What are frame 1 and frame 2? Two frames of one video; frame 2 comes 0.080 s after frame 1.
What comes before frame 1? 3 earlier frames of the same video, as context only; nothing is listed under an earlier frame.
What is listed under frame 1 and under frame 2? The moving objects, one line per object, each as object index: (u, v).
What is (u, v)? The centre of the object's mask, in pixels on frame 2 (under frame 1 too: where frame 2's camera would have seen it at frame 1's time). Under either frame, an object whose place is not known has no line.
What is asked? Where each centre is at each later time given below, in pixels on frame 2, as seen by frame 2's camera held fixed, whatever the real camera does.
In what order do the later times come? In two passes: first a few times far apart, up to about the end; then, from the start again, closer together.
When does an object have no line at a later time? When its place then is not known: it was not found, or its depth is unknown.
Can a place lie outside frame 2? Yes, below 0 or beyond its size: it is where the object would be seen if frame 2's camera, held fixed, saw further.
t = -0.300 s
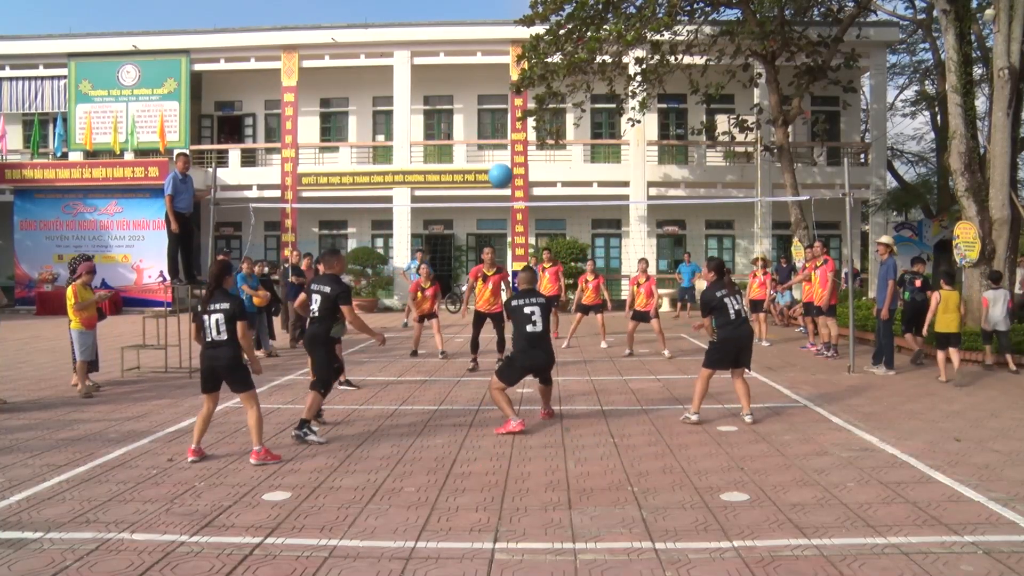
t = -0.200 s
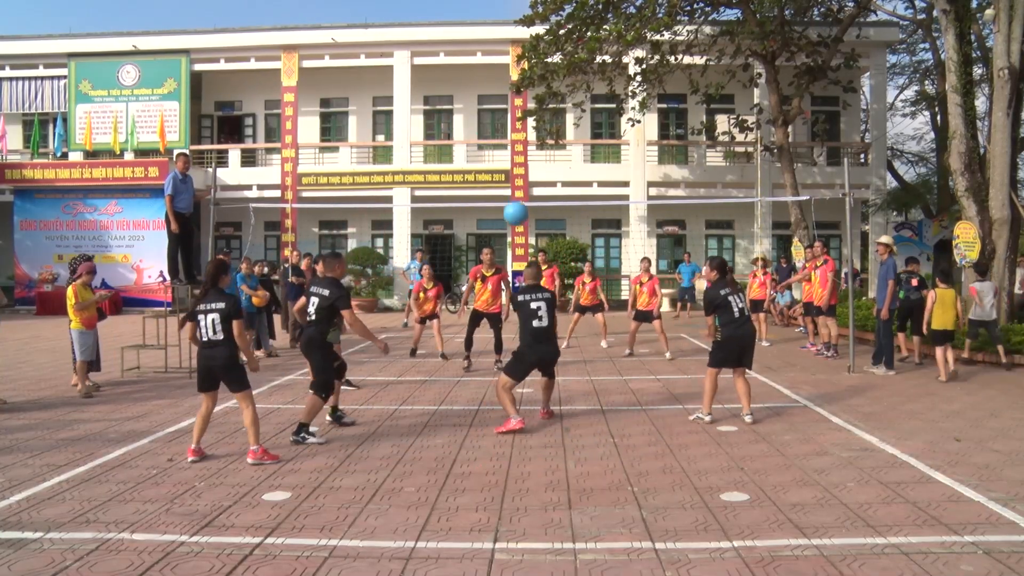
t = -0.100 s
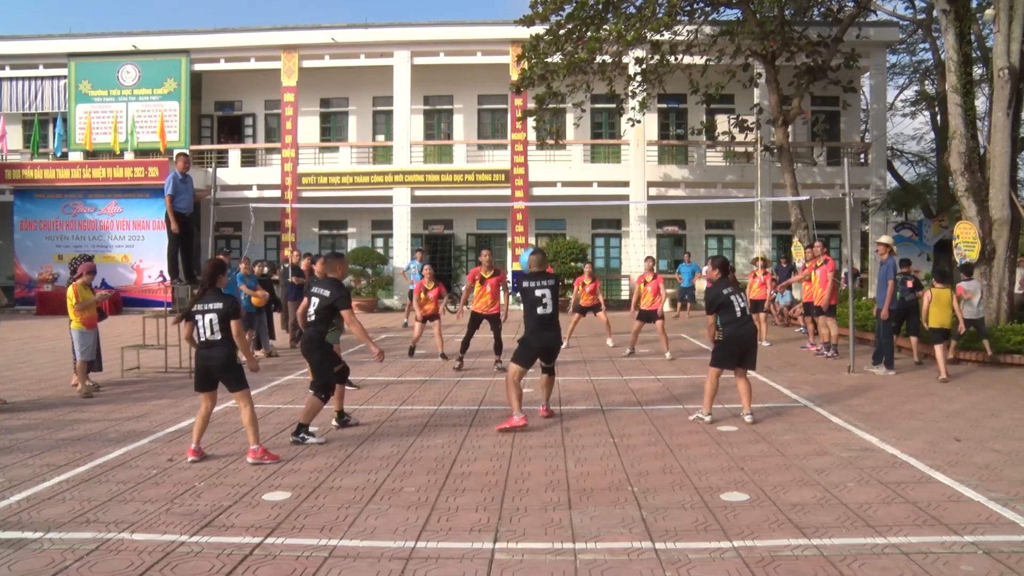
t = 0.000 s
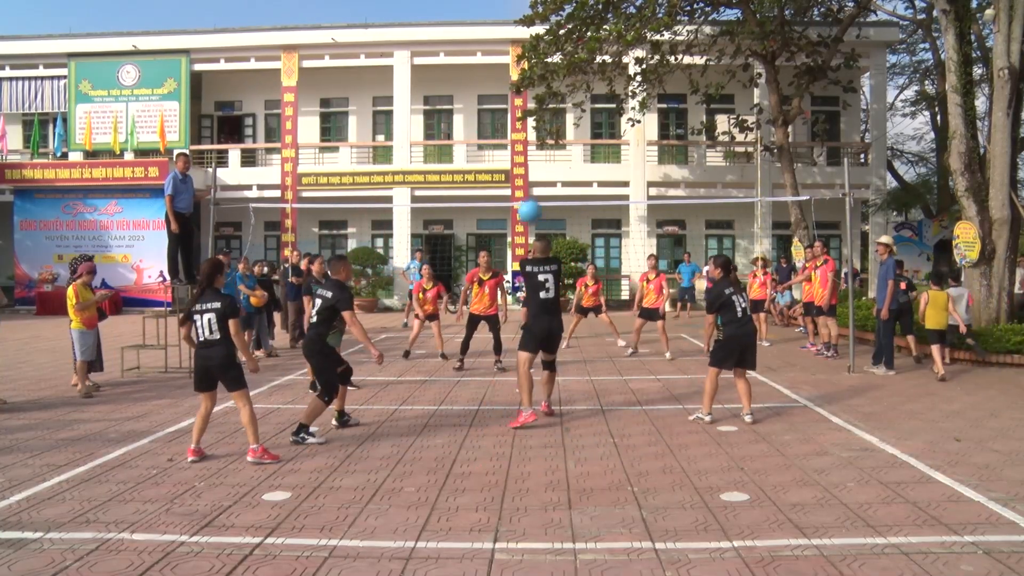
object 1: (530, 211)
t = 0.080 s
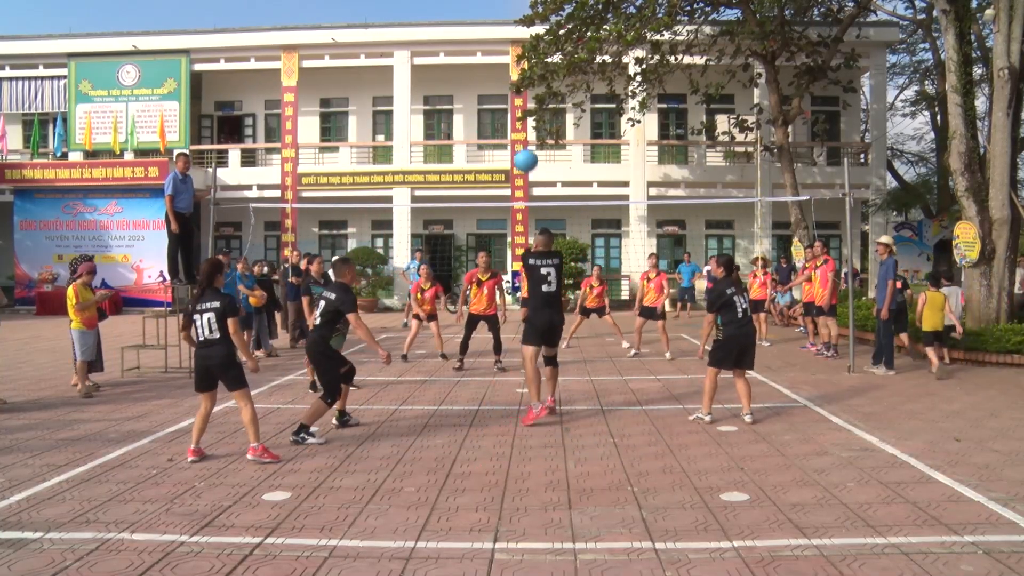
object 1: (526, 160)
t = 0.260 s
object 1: (517, 73)
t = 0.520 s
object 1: (504, 9)
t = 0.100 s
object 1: (525, 149)
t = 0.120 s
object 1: (524, 138)
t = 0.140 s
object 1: (523, 127)
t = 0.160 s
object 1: (522, 117)
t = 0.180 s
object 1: (521, 107)
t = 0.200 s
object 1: (519, 97)
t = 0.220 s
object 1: (519, 88)
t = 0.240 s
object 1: (518, 81)
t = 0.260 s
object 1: (517, 73)
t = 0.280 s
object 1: (516, 65)
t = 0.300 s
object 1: (515, 58)
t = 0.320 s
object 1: (514, 52)
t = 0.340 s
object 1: (513, 46)
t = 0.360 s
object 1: (512, 40)
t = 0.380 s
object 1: (511, 35)
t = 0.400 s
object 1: (510, 30)
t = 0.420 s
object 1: (509, 25)
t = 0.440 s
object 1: (508, 21)
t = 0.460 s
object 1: (507, 17)
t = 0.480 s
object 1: (506, 13)
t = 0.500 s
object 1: (505, 11)
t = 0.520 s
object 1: (504, 9)
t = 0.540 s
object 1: (503, 8)
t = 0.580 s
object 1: (502, 6)
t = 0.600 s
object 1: (501, 6)
